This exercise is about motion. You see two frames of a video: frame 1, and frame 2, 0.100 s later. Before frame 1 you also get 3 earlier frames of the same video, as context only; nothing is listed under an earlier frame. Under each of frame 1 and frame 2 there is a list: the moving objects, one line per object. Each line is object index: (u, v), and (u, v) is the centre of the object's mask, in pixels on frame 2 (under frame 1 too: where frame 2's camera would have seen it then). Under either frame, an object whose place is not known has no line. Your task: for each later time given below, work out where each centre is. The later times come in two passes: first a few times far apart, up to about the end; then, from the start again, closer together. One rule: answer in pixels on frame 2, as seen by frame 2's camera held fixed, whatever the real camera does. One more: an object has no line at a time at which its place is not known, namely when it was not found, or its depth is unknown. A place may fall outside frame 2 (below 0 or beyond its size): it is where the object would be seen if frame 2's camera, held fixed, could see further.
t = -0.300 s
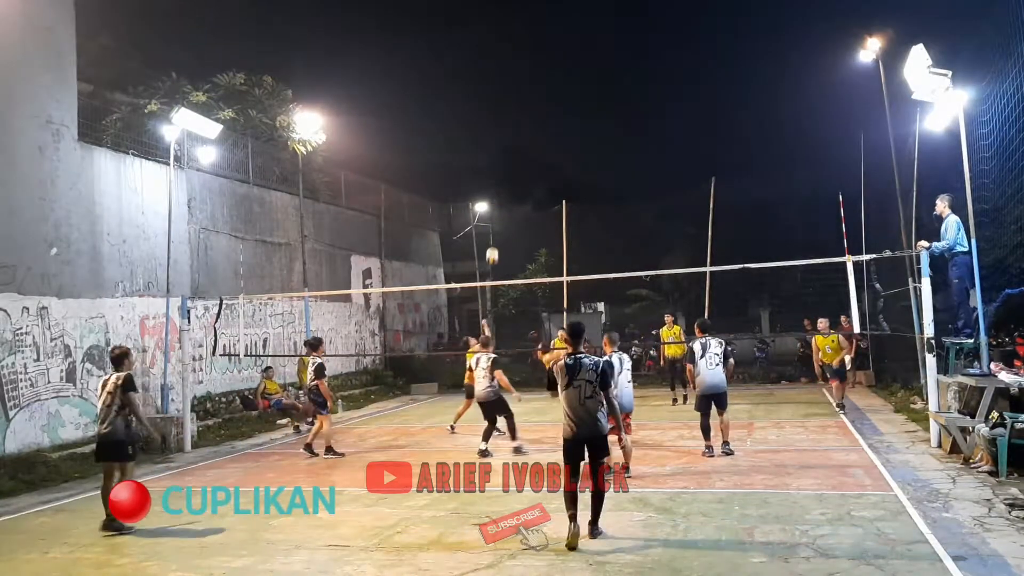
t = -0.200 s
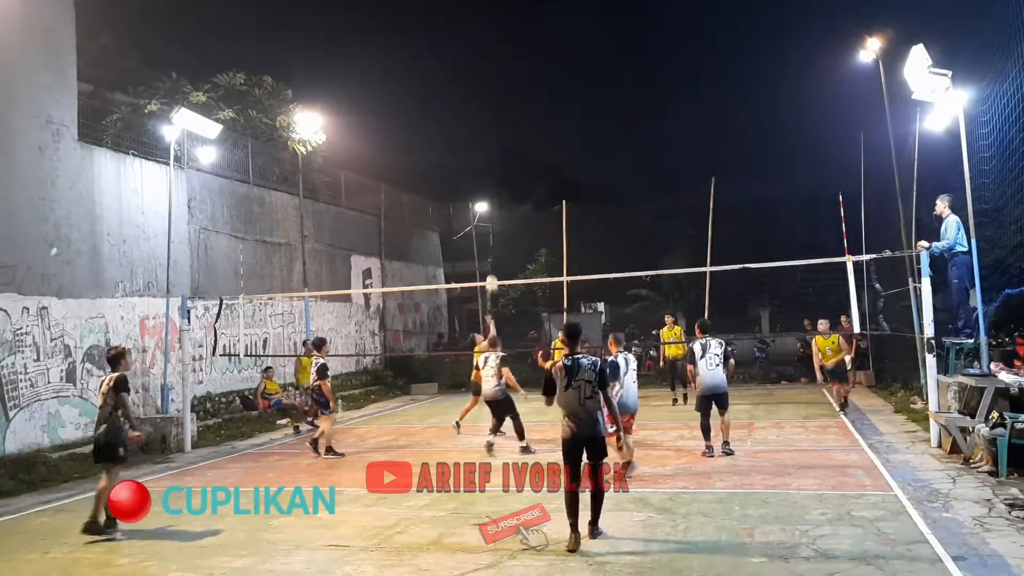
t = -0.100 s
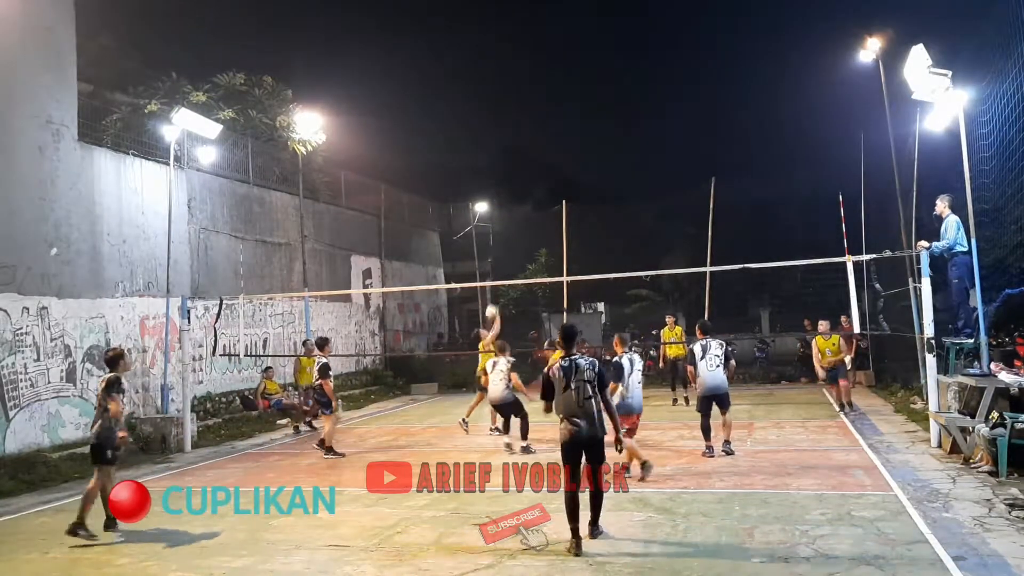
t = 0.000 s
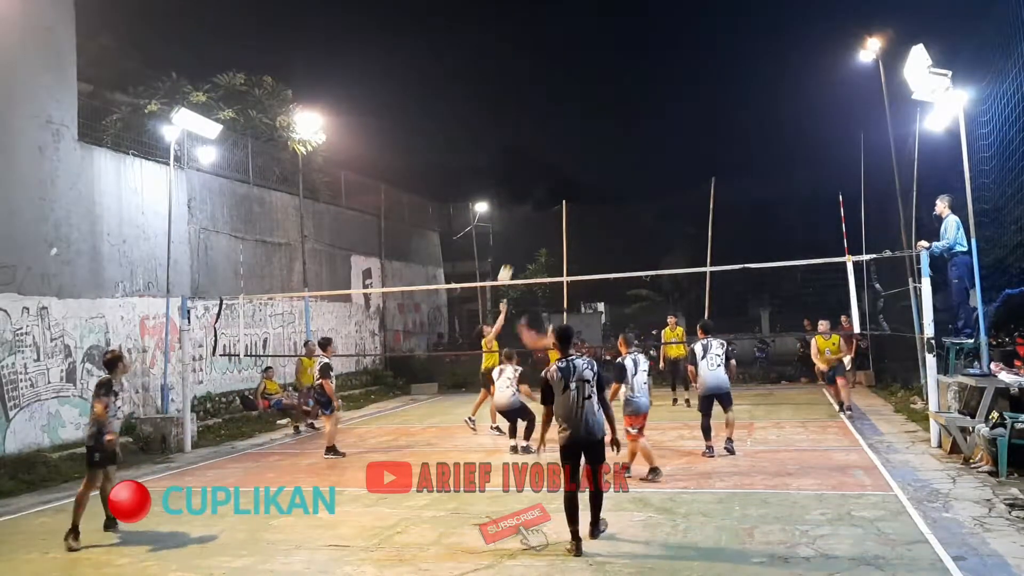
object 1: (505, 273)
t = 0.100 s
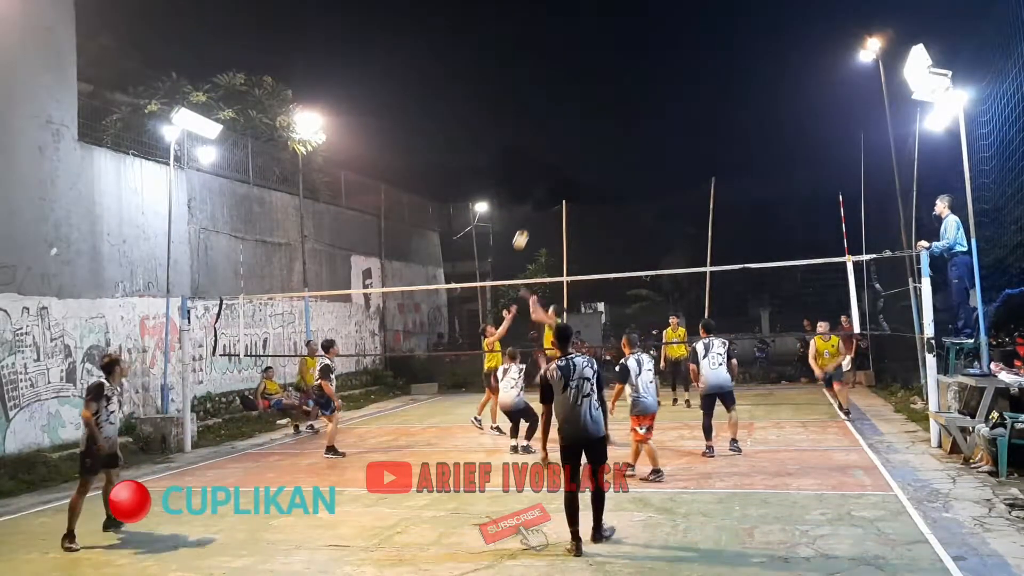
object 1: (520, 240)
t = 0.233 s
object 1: (542, 201)
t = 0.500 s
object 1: (586, 155)
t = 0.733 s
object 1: (628, 150)
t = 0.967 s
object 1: (673, 182)
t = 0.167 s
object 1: (531, 219)
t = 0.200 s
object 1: (537, 210)
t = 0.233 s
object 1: (542, 201)
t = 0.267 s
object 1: (547, 193)
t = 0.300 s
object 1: (553, 185)
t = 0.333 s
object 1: (558, 178)
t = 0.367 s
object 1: (564, 172)
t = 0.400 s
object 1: (569, 167)
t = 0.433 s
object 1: (575, 162)
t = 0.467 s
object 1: (581, 158)
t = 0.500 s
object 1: (586, 155)
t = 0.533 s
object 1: (592, 153)
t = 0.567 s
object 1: (598, 150)
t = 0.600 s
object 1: (604, 149)
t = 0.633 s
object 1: (610, 148)
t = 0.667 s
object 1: (616, 148)
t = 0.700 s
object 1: (622, 149)
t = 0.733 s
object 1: (628, 150)
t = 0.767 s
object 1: (634, 152)
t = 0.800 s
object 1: (640, 155)
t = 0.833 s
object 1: (647, 159)
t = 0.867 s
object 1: (653, 164)
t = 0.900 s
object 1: (660, 169)
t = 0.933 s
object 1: (666, 175)
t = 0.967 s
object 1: (673, 182)
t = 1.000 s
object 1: (679, 190)
